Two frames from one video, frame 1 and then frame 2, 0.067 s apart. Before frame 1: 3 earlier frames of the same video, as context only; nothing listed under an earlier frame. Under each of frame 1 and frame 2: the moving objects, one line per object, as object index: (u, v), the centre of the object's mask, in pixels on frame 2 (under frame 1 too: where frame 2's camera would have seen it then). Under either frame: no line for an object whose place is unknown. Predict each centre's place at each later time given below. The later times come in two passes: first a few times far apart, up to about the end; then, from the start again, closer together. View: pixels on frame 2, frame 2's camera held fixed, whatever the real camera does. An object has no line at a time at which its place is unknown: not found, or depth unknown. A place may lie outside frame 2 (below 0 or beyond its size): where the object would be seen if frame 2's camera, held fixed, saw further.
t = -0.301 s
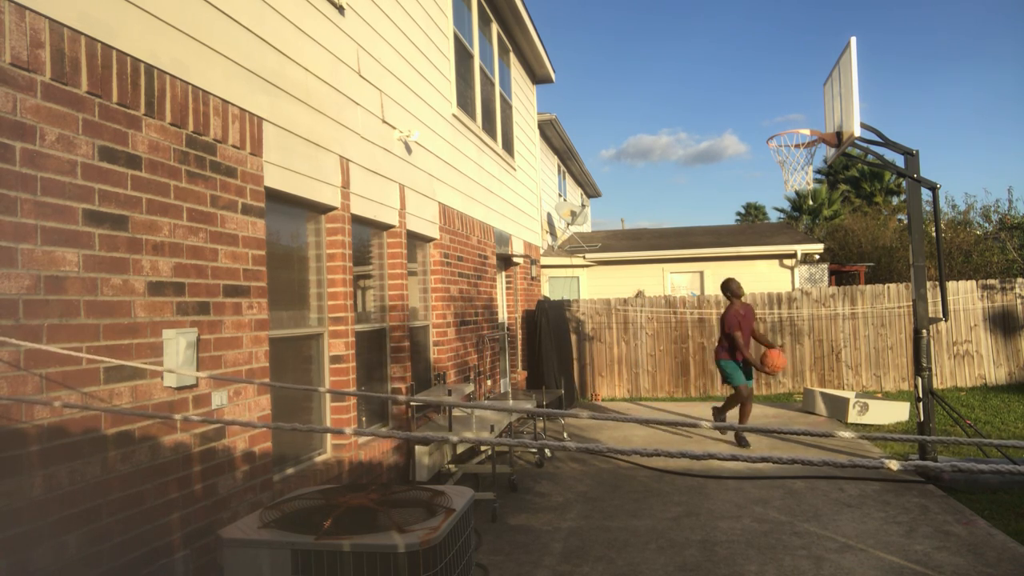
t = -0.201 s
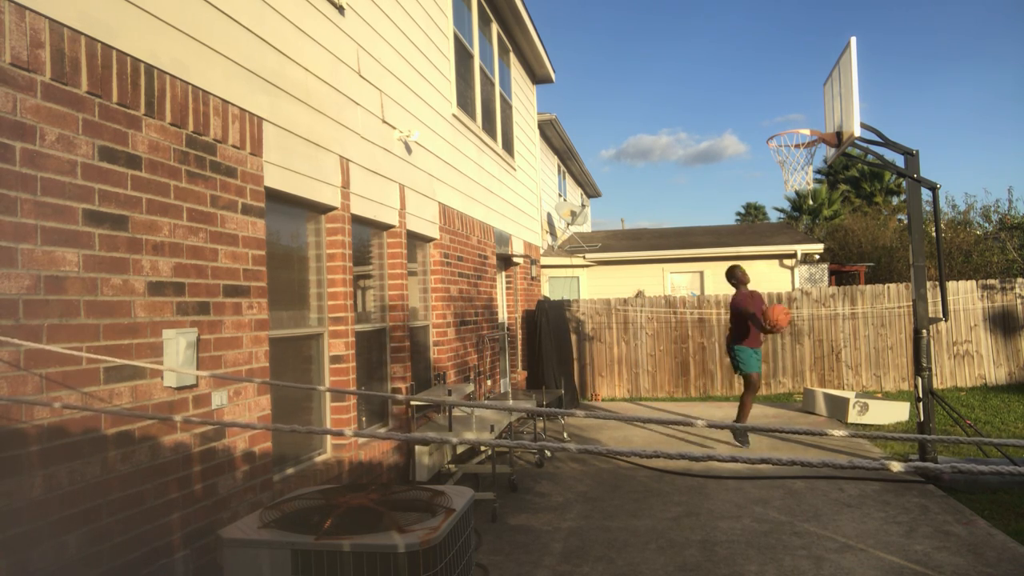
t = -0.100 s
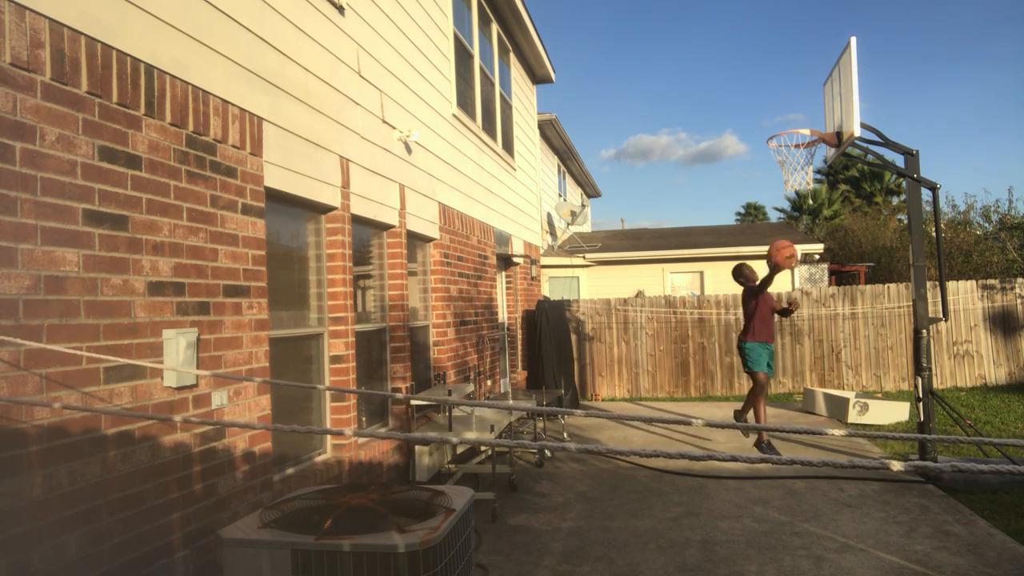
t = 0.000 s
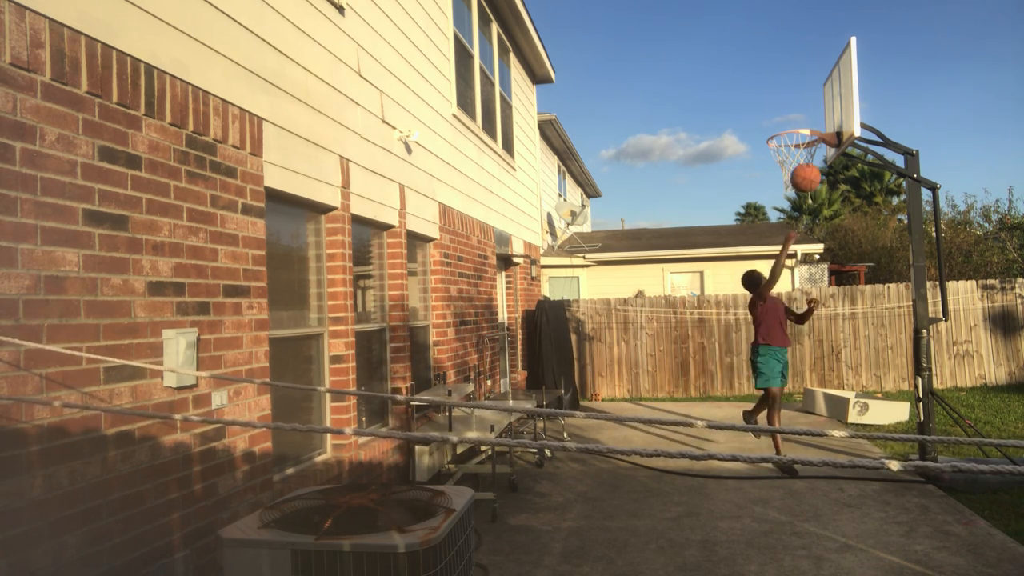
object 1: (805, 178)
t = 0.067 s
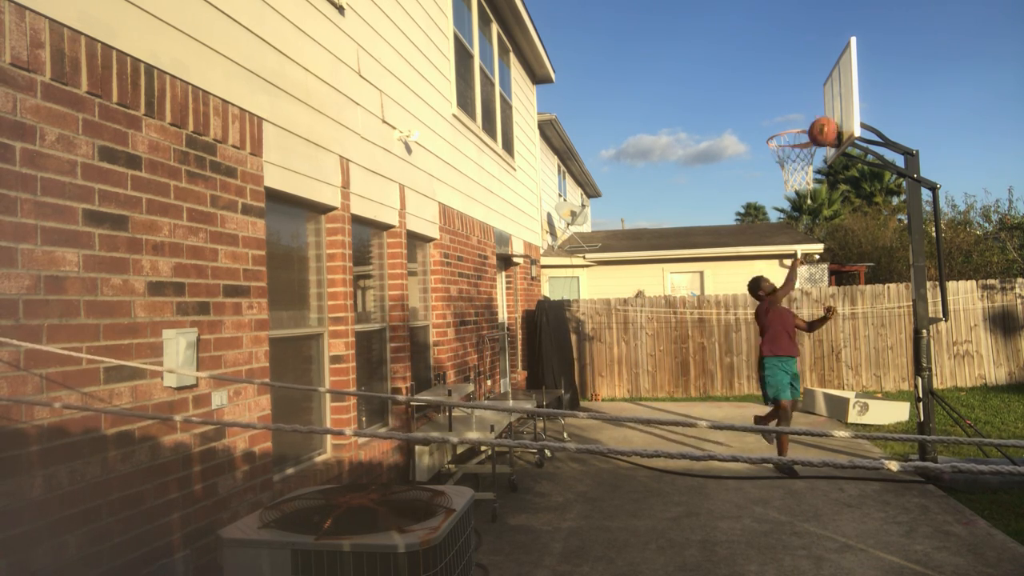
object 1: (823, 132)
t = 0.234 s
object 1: (817, 81)
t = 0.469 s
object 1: (788, 81)
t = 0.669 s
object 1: (767, 125)
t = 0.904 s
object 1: (746, 148)
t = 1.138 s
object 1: (728, 225)
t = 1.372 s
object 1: (714, 360)
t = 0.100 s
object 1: (832, 111)
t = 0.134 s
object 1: (831, 99)
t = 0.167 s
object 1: (827, 92)
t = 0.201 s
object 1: (822, 85)
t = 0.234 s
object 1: (817, 81)
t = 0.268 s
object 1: (812, 77)
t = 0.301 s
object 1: (808, 74)
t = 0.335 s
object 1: (803, 73)
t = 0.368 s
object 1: (799, 73)
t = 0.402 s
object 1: (795, 74)
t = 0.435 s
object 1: (792, 77)
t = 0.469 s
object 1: (788, 81)
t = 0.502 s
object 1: (784, 86)
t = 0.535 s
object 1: (780, 91)
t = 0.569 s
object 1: (776, 98)
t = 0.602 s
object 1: (773, 106)
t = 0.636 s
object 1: (769, 116)
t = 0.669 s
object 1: (767, 125)
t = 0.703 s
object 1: (764, 126)
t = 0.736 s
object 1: (761, 128)
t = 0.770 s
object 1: (758, 129)
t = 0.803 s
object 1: (755, 132)
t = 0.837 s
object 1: (752, 136)
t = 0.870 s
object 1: (749, 142)
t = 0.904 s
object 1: (746, 148)
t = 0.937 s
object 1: (743, 155)
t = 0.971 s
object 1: (740, 164)
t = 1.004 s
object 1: (738, 174)
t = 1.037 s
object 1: (736, 185)
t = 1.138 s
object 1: (728, 225)
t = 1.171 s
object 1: (726, 240)
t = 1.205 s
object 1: (724, 257)
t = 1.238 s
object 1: (721, 276)
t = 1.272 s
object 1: (719, 295)
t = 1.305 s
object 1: (717, 315)
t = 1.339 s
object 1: (715, 337)
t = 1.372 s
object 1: (714, 360)
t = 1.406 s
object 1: (712, 383)
